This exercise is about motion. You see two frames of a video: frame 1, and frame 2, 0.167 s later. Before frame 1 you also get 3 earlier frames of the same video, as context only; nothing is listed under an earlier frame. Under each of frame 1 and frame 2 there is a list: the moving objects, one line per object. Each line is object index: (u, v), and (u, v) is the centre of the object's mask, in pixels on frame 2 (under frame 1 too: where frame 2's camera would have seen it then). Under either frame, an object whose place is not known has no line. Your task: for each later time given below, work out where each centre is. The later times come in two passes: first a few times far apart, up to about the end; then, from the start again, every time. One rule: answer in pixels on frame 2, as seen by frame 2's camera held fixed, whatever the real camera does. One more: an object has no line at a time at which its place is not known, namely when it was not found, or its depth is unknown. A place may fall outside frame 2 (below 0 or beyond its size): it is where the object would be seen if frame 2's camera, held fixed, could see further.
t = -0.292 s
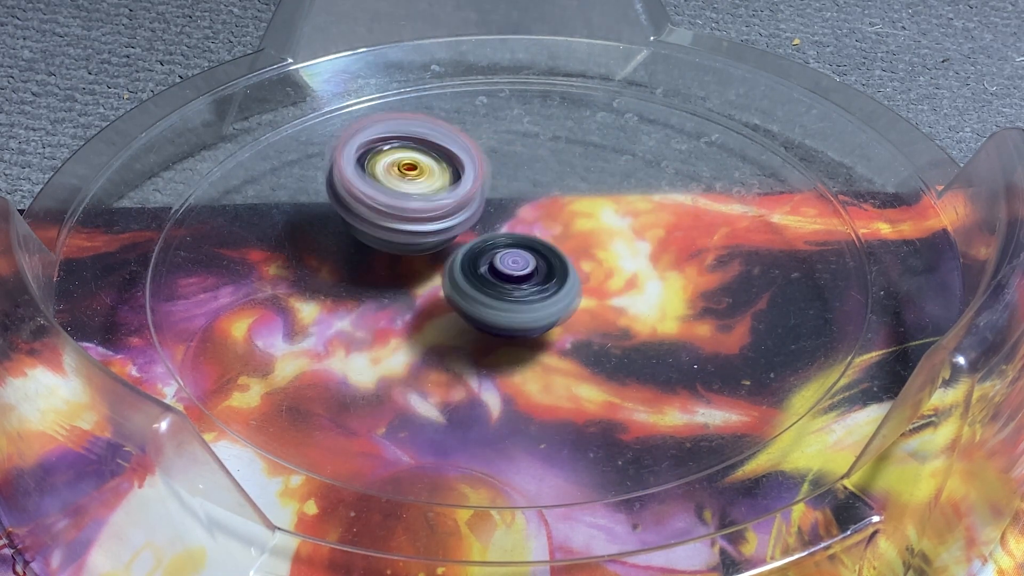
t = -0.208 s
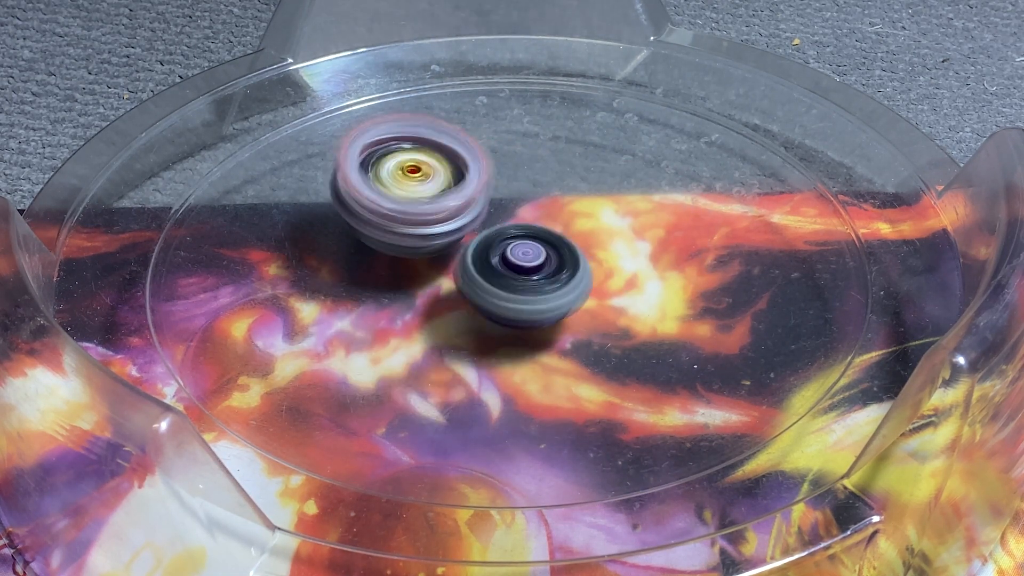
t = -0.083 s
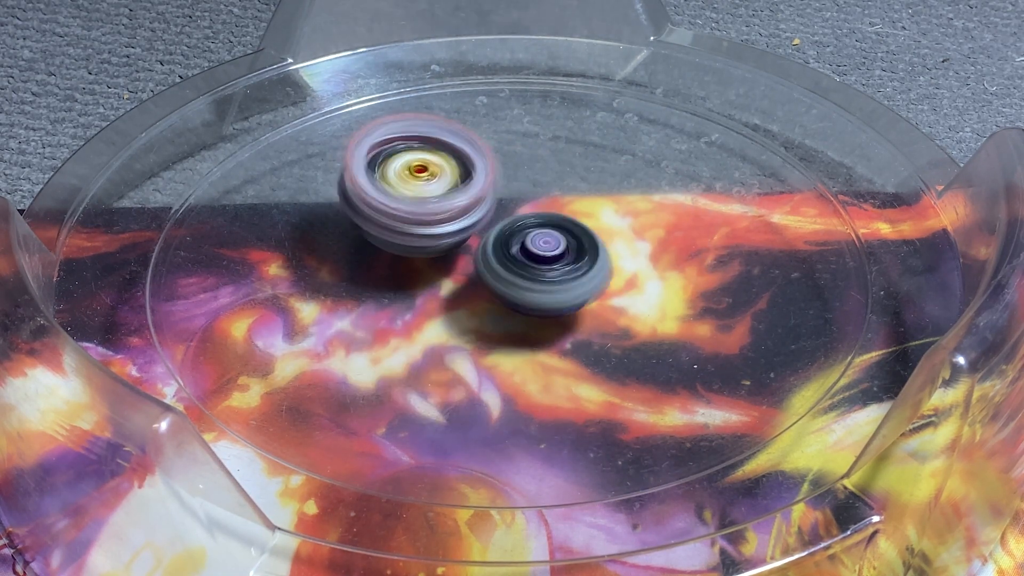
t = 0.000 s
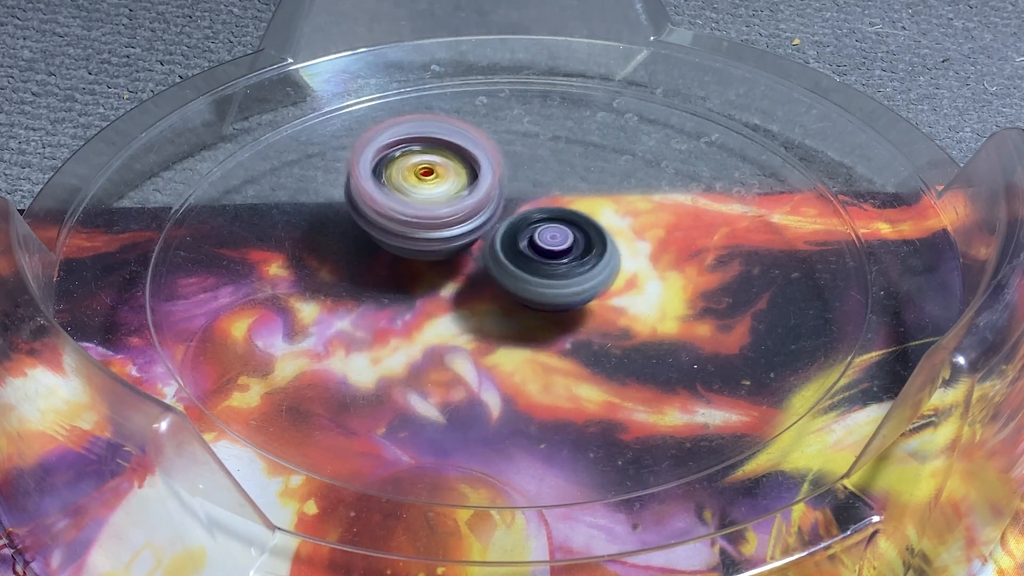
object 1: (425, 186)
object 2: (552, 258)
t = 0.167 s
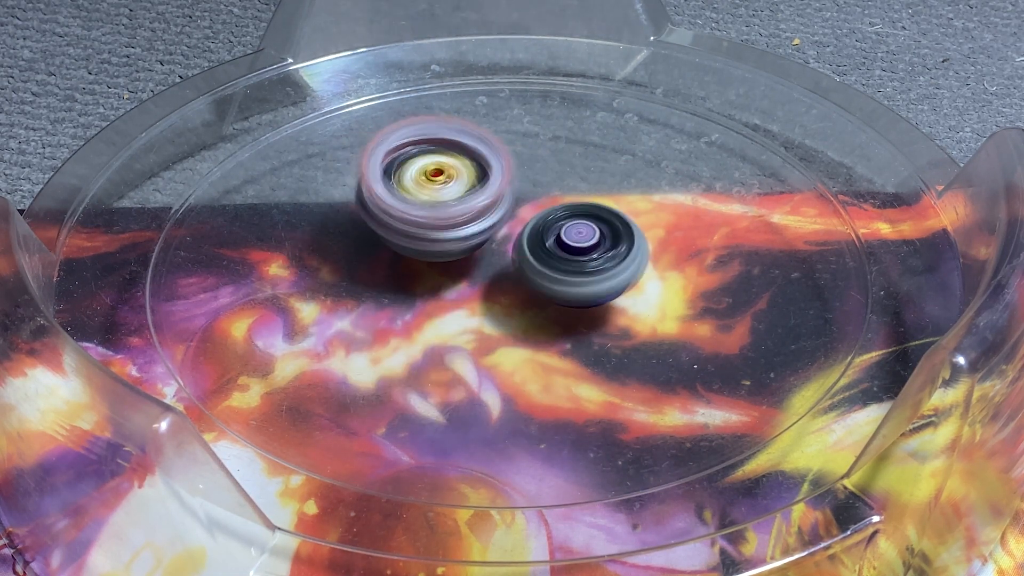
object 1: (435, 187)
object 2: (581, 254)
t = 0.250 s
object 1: (443, 192)
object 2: (587, 250)
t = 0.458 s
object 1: (457, 208)
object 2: (598, 245)
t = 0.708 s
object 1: (382, 223)
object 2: (645, 259)
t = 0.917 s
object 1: (399, 244)
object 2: (624, 266)
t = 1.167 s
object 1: (416, 255)
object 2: (582, 275)
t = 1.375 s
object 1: (376, 254)
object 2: (583, 269)
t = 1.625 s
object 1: (368, 254)
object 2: (542, 255)
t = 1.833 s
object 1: (378, 249)
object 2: (518, 236)
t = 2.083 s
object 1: (386, 248)
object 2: (519, 214)
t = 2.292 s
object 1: (428, 248)
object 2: (525, 195)
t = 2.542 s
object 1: (522, 254)
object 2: (532, 167)
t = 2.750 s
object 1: (575, 252)
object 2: (523, 176)
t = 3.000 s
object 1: (606, 267)
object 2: (524, 203)
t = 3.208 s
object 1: (622, 308)
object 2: (512, 219)
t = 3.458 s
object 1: (589, 317)
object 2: (475, 249)
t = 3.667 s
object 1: (565, 352)
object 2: (413, 175)
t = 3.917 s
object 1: (528, 316)
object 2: (390, 169)
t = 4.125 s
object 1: (420, 238)
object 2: (383, 148)
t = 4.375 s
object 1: (404, 235)
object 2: (420, 147)
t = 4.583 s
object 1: (408, 247)
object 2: (474, 175)
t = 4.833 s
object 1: (457, 285)
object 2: (520, 203)
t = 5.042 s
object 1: (530, 302)
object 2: (525, 211)
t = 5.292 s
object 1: (590, 342)
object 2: (506, 227)
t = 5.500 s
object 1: (607, 330)
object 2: (468, 244)
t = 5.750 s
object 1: (562, 264)
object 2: (417, 242)
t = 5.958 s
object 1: (577, 249)
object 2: (377, 226)
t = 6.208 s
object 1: (582, 239)
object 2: (398, 229)
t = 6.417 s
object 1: (580, 234)
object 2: (436, 239)
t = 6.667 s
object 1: (641, 228)
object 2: (421, 243)
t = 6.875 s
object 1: (627, 220)
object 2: (445, 264)
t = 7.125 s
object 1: (594, 213)
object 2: (454, 287)
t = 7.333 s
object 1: (585, 204)
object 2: (464, 299)
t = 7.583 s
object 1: (570, 196)
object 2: (471, 302)
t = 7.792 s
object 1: (556, 190)
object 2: (481, 294)
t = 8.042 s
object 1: (551, 172)
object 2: (501, 283)
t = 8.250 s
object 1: (568, 133)
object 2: (491, 301)
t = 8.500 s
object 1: (554, 158)
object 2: (530, 294)
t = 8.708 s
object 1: (556, 172)
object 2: (533, 317)
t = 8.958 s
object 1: (538, 171)
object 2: (541, 315)
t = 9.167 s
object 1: (501, 198)
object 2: (546, 307)
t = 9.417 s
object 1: (456, 190)
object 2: (557, 292)
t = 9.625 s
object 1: (458, 191)
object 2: (570, 278)
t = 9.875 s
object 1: (440, 167)
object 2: (624, 300)
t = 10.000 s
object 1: (458, 180)
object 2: (622, 300)
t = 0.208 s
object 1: (439, 189)
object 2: (584, 252)
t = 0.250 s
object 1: (443, 192)
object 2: (587, 250)
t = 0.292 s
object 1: (448, 195)
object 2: (591, 248)
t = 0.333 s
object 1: (452, 198)
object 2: (592, 246)
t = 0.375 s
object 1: (455, 200)
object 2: (596, 245)
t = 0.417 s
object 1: (454, 204)
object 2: (600, 244)
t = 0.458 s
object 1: (457, 208)
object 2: (598, 245)
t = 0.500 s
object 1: (437, 205)
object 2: (614, 244)
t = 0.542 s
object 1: (416, 201)
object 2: (637, 249)
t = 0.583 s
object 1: (400, 203)
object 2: (646, 254)
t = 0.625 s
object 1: (391, 209)
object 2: (647, 256)
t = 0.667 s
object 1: (384, 216)
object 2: (646, 258)
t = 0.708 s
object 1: (382, 223)
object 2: (645, 259)
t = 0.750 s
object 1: (384, 228)
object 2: (643, 260)
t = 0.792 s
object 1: (385, 233)
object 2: (639, 261)
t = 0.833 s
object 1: (389, 237)
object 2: (636, 262)
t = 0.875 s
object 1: (393, 241)
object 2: (630, 264)
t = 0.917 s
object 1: (399, 244)
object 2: (624, 266)
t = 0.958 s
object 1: (404, 246)
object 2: (616, 268)
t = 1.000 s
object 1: (408, 249)
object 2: (608, 270)
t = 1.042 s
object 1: (415, 251)
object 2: (598, 272)
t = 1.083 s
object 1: (421, 254)
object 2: (588, 274)
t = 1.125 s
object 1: (427, 256)
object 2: (578, 275)
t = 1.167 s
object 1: (416, 255)
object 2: (582, 275)
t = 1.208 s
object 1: (411, 256)
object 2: (581, 274)
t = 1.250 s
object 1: (415, 257)
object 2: (576, 273)
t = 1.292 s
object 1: (416, 258)
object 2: (567, 273)
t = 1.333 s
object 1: (399, 255)
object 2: (574, 271)
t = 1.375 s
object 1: (376, 254)
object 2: (583, 269)
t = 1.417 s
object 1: (364, 254)
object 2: (585, 267)
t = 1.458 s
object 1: (357, 253)
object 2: (580, 265)
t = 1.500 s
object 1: (357, 253)
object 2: (573, 264)
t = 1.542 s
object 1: (360, 254)
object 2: (562, 261)
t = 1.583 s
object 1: (364, 254)
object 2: (553, 258)
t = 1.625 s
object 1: (368, 254)
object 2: (542, 255)
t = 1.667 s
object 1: (372, 254)
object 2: (533, 251)
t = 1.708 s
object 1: (375, 253)
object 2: (525, 248)
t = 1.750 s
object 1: (374, 251)
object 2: (519, 243)
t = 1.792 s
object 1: (374, 250)
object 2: (521, 240)
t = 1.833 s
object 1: (378, 249)
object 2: (518, 236)
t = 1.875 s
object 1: (379, 248)
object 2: (516, 234)
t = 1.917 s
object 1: (378, 247)
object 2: (517, 229)
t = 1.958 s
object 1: (376, 247)
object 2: (521, 223)
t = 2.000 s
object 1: (378, 247)
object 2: (521, 220)
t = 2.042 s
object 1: (381, 248)
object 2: (521, 217)
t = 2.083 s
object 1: (386, 248)
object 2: (519, 214)
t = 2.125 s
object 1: (391, 248)
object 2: (519, 210)
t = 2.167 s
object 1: (398, 249)
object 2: (519, 206)
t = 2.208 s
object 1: (404, 249)
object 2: (520, 202)
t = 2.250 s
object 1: (413, 249)
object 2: (522, 199)
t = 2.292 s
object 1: (428, 248)
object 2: (525, 195)
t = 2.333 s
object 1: (442, 250)
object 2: (529, 188)
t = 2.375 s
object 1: (453, 253)
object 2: (533, 183)
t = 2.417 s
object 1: (469, 255)
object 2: (537, 178)
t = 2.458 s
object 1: (487, 256)
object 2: (537, 174)
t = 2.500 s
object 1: (506, 256)
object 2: (537, 171)
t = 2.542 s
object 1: (522, 254)
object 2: (532, 167)
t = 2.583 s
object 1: (534, 253)
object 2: (526, 165)
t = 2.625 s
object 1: (545, 253)
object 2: (525, 166)
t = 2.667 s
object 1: (557, 252)
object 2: (523, 169)
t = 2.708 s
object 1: (568, 251)
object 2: (522, 173)
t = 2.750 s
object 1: (575, 252)
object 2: (523, 176)
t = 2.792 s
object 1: (584, 257)
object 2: (525, 178)
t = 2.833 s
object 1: (594, 261)
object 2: (529, 181)
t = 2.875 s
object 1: (600, 264)
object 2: (530, 186)
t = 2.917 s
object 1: (603, 266)
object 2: (529, 192)
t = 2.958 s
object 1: (605, 266)
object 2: (527, 198)
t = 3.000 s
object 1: (606, 267)
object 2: (524, 203)
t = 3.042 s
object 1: (607, 272)
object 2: (521, 209)
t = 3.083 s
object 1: (607, 275)
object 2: (519, 212)
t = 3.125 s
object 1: (617, 289)
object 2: (519, 211)
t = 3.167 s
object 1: (620, 301)
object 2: (515, 215)
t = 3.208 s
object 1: (622, 308)
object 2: (512, 219)
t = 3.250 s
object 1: (620, 314)
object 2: (507, 224)
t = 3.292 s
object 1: (616, 318)
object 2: (500, 230)
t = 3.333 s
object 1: (610, 319)
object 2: (494, 235)
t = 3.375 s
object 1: (602, 319)
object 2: (487, 240)
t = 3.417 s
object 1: (597, 318)
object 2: (481, 245)
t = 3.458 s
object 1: (589, 317)
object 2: (475, 249)
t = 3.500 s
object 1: (578, 314)
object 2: (466, 254)
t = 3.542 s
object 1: (563, 311)
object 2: (457, 256)
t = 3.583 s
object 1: (569, 332)
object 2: (450, 227)
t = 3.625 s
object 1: (570, 350)
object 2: (429, 197)
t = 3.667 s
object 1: (565, 352)
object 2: (413, 175)
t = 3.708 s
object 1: (564, 349)
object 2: (406, 164)
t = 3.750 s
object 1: (564, 348)
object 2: (401, 161)
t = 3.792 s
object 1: (562, 344)
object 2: (397, 162)
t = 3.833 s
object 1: (554, 337)
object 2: (393, 163)
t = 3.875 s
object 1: (543, 329)
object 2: (391, 166)
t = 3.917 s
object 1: (528, 316)
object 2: (390, 169)
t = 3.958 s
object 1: (509, 302)
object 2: (389, 171)
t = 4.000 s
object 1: (488, 283)
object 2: (389, 172)
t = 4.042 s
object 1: (465, 267)
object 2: (386, 169)
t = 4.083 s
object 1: (445, 251)
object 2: (381, 163)
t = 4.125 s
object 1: (420, 238)
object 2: (383, 148)
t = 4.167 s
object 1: (405, 237)
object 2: (387, 143)
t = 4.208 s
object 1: (399, 235)
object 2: (392, 140)
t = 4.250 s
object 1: (399, 235)
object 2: (397, 141)
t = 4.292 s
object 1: (401, 234)
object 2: (402, 142)
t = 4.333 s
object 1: (402, 234)
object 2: (411, 144)
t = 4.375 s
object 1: (404, 235)
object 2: (420, 147)
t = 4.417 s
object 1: (406, 236)
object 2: (429, 152)
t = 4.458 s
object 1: (407, 236)
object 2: (446, 155)
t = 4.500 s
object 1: (404, 242)
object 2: (454, 160)
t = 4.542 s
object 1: (406, 245)
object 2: (465, 167)
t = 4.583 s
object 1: (408, 247)
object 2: (474, 175)
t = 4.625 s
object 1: (413, 248)
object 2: (486, 183)
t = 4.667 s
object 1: (415, 256)
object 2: (494, 188)
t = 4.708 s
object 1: (424, 262)
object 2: (501, 193)
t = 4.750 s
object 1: (437, 268)
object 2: (510, 197)
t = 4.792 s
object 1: (449, 272)
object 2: (516, 200)
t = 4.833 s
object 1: (457, 285)
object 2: (520, 203)
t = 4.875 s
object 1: (471, 293)
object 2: (528, 203)
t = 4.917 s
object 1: (488, 298)
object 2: (533, 203)
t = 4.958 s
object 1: (506, 302)
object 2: (532, 204)
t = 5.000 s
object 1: (520, 304)
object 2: (530, 209)
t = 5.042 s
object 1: (530, 302)
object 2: (525, 211)
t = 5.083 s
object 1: (538, 302)
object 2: (515, 217)
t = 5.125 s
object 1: (541, 311)
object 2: (510, 221)
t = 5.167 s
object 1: (552, 323)
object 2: (512, 218)
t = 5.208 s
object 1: (569, 331)
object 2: (513, 220)
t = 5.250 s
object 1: (583, 335)
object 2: (512, 224)
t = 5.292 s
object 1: (590, 342)
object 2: (506, 227)
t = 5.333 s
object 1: (600, 339)
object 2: (497, 232)
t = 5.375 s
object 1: (601, 338)
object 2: (489, 236)
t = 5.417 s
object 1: (605, 338)
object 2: (482, 239)
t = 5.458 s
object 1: (605, 334)
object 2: (475, 242)
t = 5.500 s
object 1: (607, 330)
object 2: (468, 244)
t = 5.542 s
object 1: (606, 322)
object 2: (460, 247)
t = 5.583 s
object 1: (601, 315)
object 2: (454, 248)
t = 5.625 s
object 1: (592, 304)
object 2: (447, 249)
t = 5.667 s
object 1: (577, 289)
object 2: (439, 250)
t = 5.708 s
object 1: (562, 273)
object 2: (430, 250)
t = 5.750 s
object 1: (562, 264)
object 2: (417, 242)
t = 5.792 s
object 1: (569, 258)
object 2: (395, 234)
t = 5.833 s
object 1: (570, 255)
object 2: (381, 229)
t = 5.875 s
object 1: (574, 252)
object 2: (377, 227)
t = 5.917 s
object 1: (576, 251)
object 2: (377, 226)
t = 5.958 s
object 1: (577, 249)
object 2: (377, 226)
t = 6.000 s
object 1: (578, 248)
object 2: (378, 227)
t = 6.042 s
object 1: (580, 245)
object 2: (380, 227)
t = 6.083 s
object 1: (581, 244)
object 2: (383, 228)
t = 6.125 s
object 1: (581, 243)
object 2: (387, 228)
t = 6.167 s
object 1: (582, 241)
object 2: (392, 229)
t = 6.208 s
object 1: (582, 239)
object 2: (398, 229)
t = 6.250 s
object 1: (583, 239)
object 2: (404, 231)
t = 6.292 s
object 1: (582, 238)
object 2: (412, 233)
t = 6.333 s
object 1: (582, 235)
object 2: (420, 234)
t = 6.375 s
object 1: (580, 234)
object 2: (429, 237)
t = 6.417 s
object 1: (580, 234)
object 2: (436, 239)
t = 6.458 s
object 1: (596, 234)
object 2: (427, 236)
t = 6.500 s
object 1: (619, 235)
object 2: (412, 233)
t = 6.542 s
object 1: (631, 231)
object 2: (408, 233)
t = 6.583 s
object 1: (638, 229)
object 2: (410, 235)
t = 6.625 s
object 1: (644, 228)
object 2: (416, 239)
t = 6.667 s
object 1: (641, 228)
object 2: (421, 243)
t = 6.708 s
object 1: (638, 225)
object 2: (426, 247)
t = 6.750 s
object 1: (636, 224)
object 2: (430, 252)
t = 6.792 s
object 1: (635, 223)
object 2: (436, 256)
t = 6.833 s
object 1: (631, 221)
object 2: (440, 260)
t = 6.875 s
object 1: (627, 220)
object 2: (445, 264)
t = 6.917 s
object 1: (619, 220)
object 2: (450, 268)
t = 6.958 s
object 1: (607, 218)
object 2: (455, 272)
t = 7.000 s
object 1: (597, 218)
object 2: (456, 277)
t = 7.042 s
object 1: (594, 215)
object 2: (456, 282)
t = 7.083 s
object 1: (596, 213)
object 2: (455, 285)
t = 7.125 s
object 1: (594, 213)
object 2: (454, 287)
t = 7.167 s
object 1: (591, 210)
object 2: (456, 290)
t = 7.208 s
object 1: (591, 208)
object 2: (459, 292)
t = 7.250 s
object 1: (588, 207)
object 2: (461, 295)
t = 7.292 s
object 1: (586, 205)
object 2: (463, 297)
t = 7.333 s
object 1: (585, 204)
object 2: (464, 299)
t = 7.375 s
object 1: (583, 202)
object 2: (466, 301)
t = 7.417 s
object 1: (580, 201)
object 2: (467, 302)
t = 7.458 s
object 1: (576, 199)
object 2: (468, 302)
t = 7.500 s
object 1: (576, 198)
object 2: (469, 302)
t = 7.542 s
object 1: (574, 198)
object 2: (470, 302)
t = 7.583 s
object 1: (570, 196)
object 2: (471, 302)
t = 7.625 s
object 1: (568, 195)
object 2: (473, 301)
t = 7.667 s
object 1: (565, 194)
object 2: (474, 300)
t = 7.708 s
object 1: (562, 193)
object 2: (476, 298)
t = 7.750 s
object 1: (560, 192)
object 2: (478, 296)
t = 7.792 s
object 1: (556, 190)
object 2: (481, 294)
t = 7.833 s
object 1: (554, 188)
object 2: (485, 291)
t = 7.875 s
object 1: (558, 186)
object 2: (486, 290)
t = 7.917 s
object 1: (555, 179)
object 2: (488, 291)
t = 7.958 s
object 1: (551, 172)
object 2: (491, 289)
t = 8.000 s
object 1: (554, 171)
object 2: (496, 286)
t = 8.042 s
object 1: (551, 172)
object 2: (501, 283)
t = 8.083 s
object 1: (557, 167)
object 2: (498, 287)
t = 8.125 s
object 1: (558, 155)
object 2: (491, 298)
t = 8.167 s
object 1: (566, 146)
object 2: (485, 302)
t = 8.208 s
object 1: (567, 136)
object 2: (485, 302)
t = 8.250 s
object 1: (568, 133)
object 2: (491, 301)
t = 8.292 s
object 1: (574, 129)
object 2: (498, 300)
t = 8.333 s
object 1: (572, 132)
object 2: (505, 299)
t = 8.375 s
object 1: (565, 139)
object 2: (511, 297)
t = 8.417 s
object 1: (561, 141)
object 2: (518, 296)
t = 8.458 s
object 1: (557, 144)
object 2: (524, 295)
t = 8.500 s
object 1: (554, 158)
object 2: (530, 294)
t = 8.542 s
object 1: (554, 167)
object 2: (535, 292)
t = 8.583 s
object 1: (549, 175)
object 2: (541, 291)
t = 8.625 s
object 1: (558, 176)
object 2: (543, 297)
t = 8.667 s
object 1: (557, 175)
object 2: (540, 309)
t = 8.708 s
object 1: (556, 172)
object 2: (533, 317)
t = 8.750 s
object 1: (553, 171)
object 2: (529, 319)
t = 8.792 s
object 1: (551, 171)
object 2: (529, 318)
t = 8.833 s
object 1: (547, 173)
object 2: (532, 318)
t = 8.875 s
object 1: (545, 171)
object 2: (536, 317)
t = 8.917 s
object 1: (542, 171)
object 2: (539, 316)
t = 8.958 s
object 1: (538, 171)
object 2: (541, 315)
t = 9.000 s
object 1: (536, 176)
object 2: (541, 314)
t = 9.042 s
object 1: (527, 180)
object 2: (542, 312)
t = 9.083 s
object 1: (519, 188)
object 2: (543, 310)
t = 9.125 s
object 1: (511, 193)
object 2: (544, 307)
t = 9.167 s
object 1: (501, 198)
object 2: (546, 307)
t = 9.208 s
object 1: (491, 199)
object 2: (551, 309)
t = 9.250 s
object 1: (482, 195)
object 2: (553, 306)
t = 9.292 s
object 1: (475, 194)
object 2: (554, 302)
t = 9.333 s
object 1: (466, 192)
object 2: (555, 299)
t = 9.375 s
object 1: (462, 191)
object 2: (556, 295)
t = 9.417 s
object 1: (456, 190)
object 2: (557, 292)
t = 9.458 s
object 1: (457, 189)
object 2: (558, 288)
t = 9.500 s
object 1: (459, 194)
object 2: (559, 285)
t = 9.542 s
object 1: (455, 190)
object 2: (564, 283)
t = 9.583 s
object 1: (458, 188)
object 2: (566, 280)
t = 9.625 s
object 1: (458, 191)
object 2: (570, 278)
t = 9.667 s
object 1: (439, 175)
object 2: (598, 291)
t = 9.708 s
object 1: (436, 169)
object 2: (614, 301)
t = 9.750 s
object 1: (434, 166)
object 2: (619, 303)
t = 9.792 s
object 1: (434, 162)
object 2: (621, 302)
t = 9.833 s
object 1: (438, 164)
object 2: (622, 301)
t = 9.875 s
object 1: (440, 167)
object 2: (624, 300)
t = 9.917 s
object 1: (441, 170)
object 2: (624, 299)
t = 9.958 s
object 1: (455, 174)
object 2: (625, 299)
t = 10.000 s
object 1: (458, 180)
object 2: (622, 300)
